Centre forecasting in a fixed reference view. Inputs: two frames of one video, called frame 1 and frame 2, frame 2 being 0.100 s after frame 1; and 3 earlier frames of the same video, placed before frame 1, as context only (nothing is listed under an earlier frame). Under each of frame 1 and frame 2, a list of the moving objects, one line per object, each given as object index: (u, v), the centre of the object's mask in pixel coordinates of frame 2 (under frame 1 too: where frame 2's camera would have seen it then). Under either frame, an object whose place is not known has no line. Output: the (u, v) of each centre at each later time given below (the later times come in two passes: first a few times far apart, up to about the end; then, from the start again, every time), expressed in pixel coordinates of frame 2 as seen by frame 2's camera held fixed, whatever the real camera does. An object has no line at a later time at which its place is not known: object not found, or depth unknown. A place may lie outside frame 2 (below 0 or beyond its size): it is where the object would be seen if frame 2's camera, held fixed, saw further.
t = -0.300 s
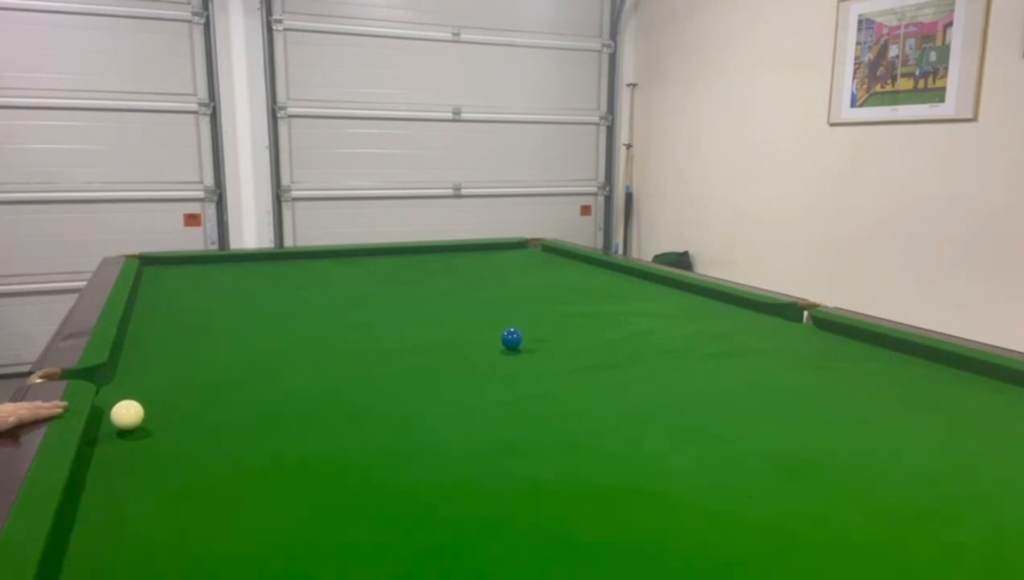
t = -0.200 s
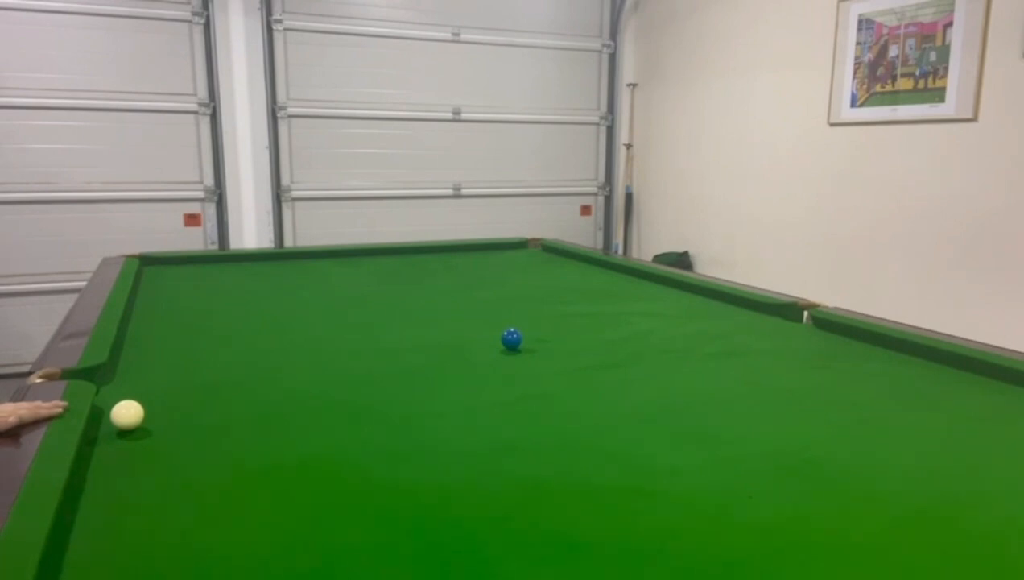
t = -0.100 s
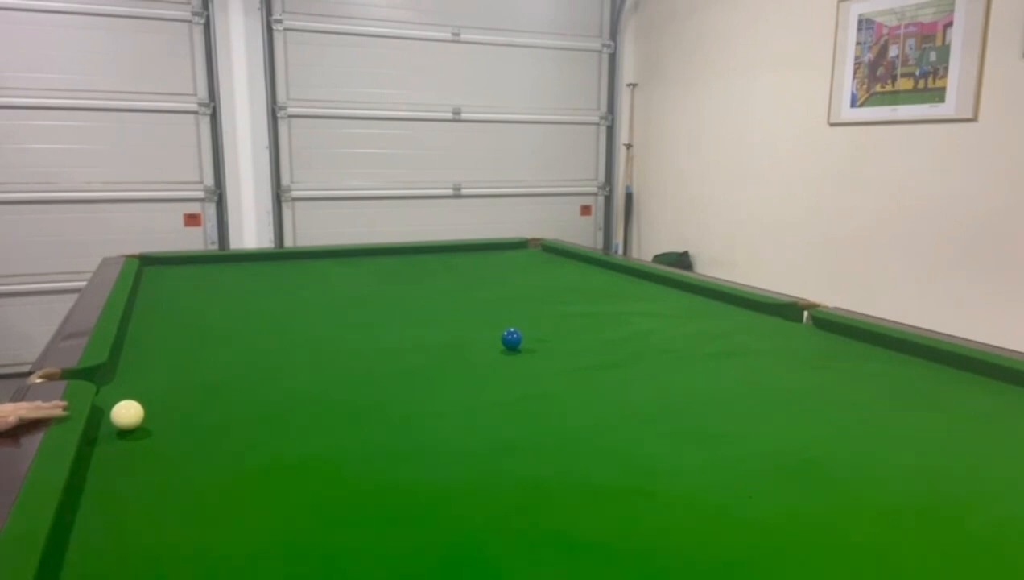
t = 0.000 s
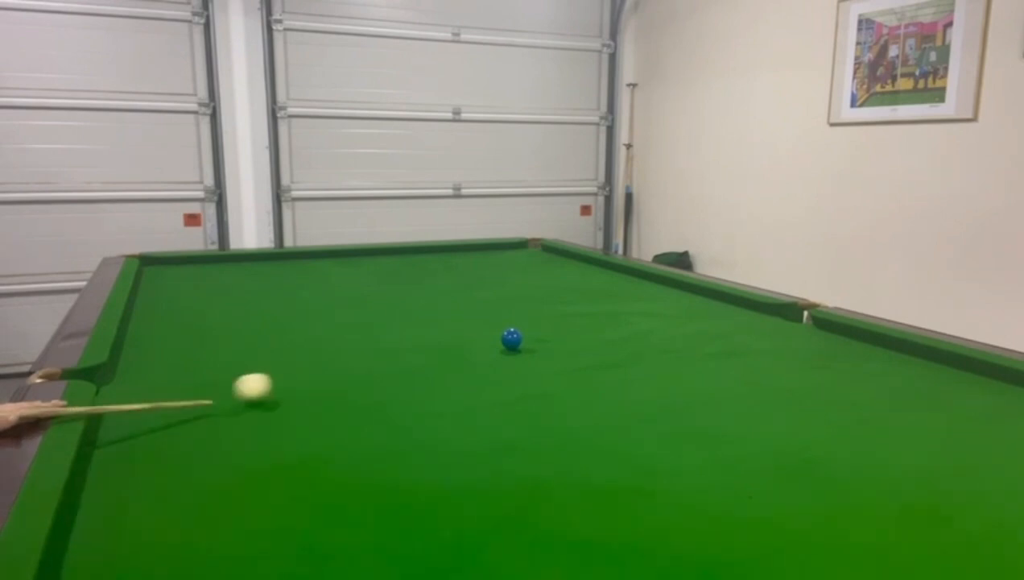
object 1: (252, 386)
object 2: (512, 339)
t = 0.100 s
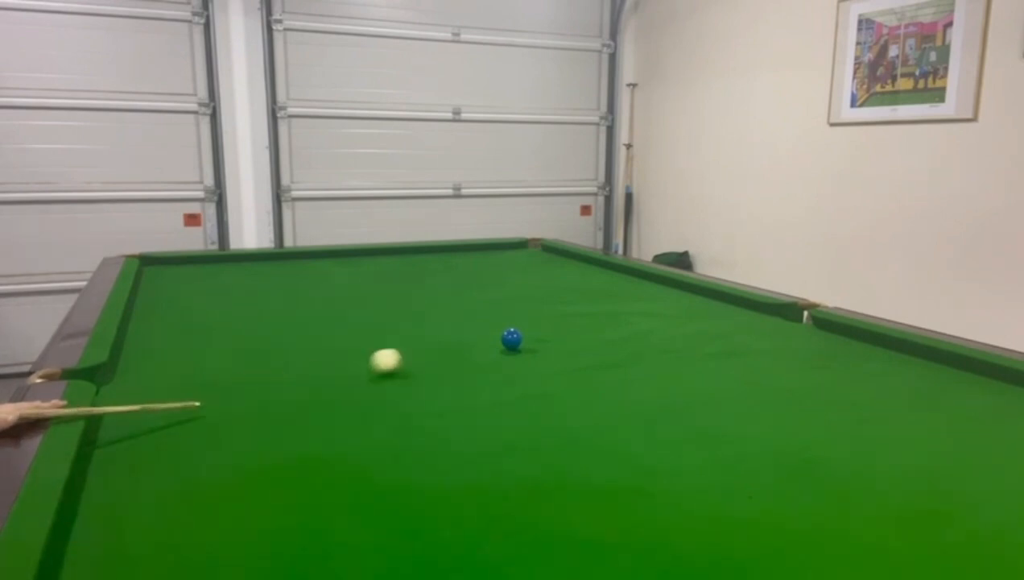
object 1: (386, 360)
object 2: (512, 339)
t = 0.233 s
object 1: (489, 338)
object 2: (541, 337)
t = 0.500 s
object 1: (498, 314)
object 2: (737, 319)
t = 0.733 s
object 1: (529, 297)
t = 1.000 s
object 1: (557, 281)
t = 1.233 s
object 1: (576, 270)
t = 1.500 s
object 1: (587, 260)
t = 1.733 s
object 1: (549, 257)
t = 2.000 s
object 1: (512, 253)
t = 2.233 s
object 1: (483, 250)
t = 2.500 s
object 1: (453, 247)
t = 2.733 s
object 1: (445, 249)
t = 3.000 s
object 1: (435, 252)
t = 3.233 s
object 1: (427, 255)
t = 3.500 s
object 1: (417, 258)
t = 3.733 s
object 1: (409, 260)
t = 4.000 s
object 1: (400, 263)
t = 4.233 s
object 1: (393, 265)
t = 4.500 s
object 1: (385, 267)
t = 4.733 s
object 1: (379, 269)
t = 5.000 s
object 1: (372, 271)
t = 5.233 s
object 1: (367, 272)
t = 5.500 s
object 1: (362, 274)
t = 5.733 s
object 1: (359, 275)
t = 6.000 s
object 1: (356, 276)
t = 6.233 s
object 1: (355, 276)
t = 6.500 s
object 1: (354, 276)
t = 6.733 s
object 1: (354, 277)
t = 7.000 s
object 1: (354, 277)
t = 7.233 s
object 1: (354, 276)
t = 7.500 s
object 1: (354, 276)
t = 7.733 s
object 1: (354, 276)
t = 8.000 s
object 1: (354, 276)
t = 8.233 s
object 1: (354, 276)
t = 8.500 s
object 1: (354, 276)
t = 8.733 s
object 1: (354, 276)
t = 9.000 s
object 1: (354, 276)
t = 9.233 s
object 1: (354, 276)
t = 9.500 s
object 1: (354, 277)
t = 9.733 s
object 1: (354, 277)
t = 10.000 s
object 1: (354, 277)
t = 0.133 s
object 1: (423, 353)
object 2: (511, 339)
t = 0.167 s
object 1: (457, 347)
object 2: (512, 339)
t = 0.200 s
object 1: (488, 341)
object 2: (512, 339)
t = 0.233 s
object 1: (489, 338)
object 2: (541, 337)
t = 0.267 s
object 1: (487, 335)
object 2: (570, 334)
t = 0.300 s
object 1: (486, 332)
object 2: (599, 331)
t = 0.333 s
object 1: (486, 329)
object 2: (626, 329)
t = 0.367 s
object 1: (487, 325)
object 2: (651, 327)
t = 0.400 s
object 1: (488, 323)
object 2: (674, 325)
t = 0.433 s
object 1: (491, 320)
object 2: (696, 323)
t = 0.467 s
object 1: (494, 317)
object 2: (717, 320)
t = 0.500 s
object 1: (498, 314)
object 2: (737, 319)
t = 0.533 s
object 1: (503, 312)
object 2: (755, 317)
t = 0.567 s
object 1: (507, 309)
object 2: (773, 315)
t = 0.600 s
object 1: (512, 306)
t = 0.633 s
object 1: (516, 304)
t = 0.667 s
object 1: (521, 301)
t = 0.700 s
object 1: (525, 299)
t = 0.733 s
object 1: (529, 297)
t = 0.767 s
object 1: (533, 295)
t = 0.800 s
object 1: (536, 292)
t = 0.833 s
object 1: (540, 290)
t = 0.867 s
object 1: (544, 288)
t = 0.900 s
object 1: (547, 286)
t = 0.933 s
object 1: (550, 285)
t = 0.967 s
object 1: (553, 283)
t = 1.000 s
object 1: (557, 281)
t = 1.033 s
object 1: (560, 280)
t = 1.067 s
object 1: (562, 278)
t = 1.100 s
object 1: (565, 276)
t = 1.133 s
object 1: (568, 274)
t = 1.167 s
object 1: (571, 273)
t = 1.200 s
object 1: (573, 271)
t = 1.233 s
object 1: (576, 270)
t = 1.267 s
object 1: (579, 269)
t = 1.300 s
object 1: (581, 267)
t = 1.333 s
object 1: (583, 266)
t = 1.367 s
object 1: (586, 265)
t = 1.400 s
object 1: (588, 263)
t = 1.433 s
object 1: (590, 262)
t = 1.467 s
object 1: (592, 261)
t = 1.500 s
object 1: (587, 260)
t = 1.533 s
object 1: (580, 260)
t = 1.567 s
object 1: (574, 259)
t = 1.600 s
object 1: (569, 259)
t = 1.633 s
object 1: (564, 258)
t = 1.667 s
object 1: (559, 258)
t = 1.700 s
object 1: (554, 257)
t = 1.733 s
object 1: (549, 257)
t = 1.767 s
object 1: (544, 256)
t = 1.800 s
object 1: (539, 256)
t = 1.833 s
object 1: (535, 255)
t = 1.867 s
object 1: (530, 255)
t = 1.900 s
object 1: (526, 255)
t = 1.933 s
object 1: (521, 254)
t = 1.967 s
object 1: (516, 253)
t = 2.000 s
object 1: (512, 253)
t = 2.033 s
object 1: (508, 253)
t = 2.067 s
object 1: (504, 252)
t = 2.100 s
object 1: (499, 252)
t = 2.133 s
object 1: (495, 251)
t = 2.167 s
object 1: (491, 251)
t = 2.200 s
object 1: (487, 250)
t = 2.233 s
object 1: (483, 250)
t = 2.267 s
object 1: (479, 250)
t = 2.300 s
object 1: (475, 249)
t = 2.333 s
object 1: (471, 249)
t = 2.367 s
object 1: (468, 248)
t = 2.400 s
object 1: (464, 248)
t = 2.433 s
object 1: (460, 247)
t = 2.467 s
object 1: (457, 247)
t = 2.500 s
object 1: (453, 247)
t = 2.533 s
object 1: (453, 247)
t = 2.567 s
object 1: (451, 248)
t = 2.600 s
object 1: (450, 248)
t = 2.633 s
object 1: (449, 248)
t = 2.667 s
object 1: (447, 249)
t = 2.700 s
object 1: (446, 249)
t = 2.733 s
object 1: (445, 249)
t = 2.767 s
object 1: (443, 250)
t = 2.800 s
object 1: (442, 250)
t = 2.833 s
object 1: (441, 250)
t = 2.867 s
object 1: (440, 251)
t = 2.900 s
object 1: (439, 251)
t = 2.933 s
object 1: (437, 252)
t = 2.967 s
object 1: (436, 252)
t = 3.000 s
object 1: (435, 252)
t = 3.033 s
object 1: (434, 253)
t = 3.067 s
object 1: (432, 253)
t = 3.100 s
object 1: (431, 253)
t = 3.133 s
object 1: (430, 254)
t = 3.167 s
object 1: (429, 254)
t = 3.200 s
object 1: (428, 254)
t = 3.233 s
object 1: (427, 255)
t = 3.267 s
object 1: (425, 255)
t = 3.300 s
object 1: (424, 256)
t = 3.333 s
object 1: (423, 256)
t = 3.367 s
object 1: (422, 256)
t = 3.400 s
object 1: (421, 257)
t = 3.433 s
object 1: (420, 257)
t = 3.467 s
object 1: (418, 257)
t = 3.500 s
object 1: (417, 258)
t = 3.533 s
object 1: (416, 258)
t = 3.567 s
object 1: (415, 258)
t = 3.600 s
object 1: (414, 259)
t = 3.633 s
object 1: (413, 259)
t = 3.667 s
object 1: (411, 259)
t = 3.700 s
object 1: (410, 260)
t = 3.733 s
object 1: (409, 260)
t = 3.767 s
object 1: (408, 260)
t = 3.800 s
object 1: (407, 261)
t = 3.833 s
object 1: (406, 261)
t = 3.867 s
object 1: (405, 261)
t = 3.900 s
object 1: (404, 262)
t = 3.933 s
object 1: (402, 262)
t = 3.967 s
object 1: (401, 262)
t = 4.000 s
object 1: (400, 263)
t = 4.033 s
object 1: (399, 263)
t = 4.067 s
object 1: (398, 263)
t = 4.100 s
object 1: (397, 263)
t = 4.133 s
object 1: (396, 264)
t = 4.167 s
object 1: (395, 264)
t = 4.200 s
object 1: (394, 265)
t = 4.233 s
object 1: (393, 265)
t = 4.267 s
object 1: (392, 265)
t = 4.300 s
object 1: (391, 265)
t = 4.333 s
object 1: (390, 266)
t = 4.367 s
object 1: (389, 266)
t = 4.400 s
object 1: (388, 266)
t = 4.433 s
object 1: (387, 266)
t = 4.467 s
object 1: (386, 267)
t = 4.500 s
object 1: (385, 267)
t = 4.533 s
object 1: (384, 267)
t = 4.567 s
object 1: (383, 268)
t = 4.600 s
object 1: (382, 268)
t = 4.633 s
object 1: (381, 268)
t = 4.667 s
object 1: (380, 268)
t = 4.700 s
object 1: (380, 269)
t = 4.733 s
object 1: (379, 269)
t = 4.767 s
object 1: (378, 269)
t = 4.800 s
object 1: (377, 269)
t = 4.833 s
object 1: (376, 270)
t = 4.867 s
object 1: (375, 270)
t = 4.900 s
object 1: (375, 270)
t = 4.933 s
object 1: (374, 270)
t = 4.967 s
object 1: (373, 270)
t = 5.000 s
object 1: (372, 271)
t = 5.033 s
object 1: (371, 271)
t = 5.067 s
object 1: (371, 271)
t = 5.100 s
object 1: (370, 271)
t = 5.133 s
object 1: (369, 271)
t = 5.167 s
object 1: (368, 272)
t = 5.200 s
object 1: (368, 272)
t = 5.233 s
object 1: (367, 272)
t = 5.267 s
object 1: (367, 272)
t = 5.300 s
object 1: (366, 272)
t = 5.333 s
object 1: (365, 273)
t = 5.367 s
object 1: (365, 273)
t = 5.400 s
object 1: (364, 273)
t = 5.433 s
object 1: (364, 273)
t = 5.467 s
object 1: (363, 273)
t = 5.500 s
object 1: (362, 274)
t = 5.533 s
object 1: (362, 274)
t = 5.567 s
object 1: (362, 274)
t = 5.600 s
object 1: (361, 274)
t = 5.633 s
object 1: (361, 274)
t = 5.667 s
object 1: (360, 274)
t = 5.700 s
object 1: (360, 274)
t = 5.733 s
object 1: (359, 275)
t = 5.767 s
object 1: (359, 275)
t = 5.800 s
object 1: (358, 275)
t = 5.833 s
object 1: (358, 275)
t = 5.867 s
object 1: (358, 275)
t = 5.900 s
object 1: (357, 275)
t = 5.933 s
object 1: (357, 275)
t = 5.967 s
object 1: (357, 276)
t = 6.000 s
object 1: (356, 276)
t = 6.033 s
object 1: (356, 276)
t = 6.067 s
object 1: (356, 276)
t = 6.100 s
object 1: (356, 276)
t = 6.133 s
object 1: (356, 276)
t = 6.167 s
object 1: (355, 276)
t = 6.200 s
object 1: (355, 276)
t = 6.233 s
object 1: (355, 276)
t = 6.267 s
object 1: (355, 276)
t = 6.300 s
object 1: (355, 276)
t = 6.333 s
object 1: (355, 276)
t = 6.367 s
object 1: (355, 276)
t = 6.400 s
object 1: (355, 276)
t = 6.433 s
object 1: (355, 276)
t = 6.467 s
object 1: (355, 276)
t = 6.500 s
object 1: (354, 276)
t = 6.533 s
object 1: (354, 276)
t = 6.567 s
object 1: (354, 276)
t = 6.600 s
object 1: (354, 276)
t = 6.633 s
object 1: (354, 277)
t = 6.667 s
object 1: (354, 277)
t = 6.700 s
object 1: (354, 277)
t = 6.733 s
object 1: (354, 277)
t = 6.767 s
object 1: (354, 277)
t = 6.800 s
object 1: (354, 277)
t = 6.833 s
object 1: (354, 277)
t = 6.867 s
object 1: (354, 277)
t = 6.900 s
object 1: (354, 276)
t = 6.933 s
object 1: (354, 277)
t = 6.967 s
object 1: (354, 277)
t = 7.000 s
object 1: (354, 277)
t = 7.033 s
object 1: (354, 276)
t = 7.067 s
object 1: (354, 276)
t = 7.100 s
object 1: (354, 276)
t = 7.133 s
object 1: (354, 276)
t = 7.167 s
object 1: (354, 276)
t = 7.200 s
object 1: (354, 276)
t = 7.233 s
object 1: (354, 276)
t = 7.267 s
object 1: (354, 276)
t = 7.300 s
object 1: (354, 276)
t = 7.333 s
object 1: (354, 276)
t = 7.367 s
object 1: (354, 276)
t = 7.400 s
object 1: (354, 276)
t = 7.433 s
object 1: (354, 276)
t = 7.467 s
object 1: (354, 276)
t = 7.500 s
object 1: (354, 276)
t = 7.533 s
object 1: (354, 276)
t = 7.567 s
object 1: (354, 276)
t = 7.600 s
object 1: (354, 276)
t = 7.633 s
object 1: (354, 276)
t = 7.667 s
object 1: (354, 276)
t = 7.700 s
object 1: (354, 276)
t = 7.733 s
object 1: (354, 276)
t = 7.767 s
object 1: (354, 276)
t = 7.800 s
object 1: (354, 276)
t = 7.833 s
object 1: (354, 276)
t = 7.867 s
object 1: (354, 276)
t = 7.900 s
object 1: (354, 276)
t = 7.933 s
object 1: (354, 276)
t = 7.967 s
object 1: (354, 276)
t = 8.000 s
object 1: (354, 276)
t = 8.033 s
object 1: (354, 276)
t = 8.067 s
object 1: (354, 276)
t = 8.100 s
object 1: (354, 276)
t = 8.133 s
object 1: (354, 276)
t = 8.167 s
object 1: (354, 276)
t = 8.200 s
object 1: (354, 276)
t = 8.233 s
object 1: (354, 276)
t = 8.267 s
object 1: (354, 276)
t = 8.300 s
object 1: (354, 276)
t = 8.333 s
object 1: (354, 276)
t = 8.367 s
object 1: (354, 276)
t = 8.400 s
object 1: (354, 276)
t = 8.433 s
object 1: (354, 276)
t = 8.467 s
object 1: (354, 276)
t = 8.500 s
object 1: (354, 276)
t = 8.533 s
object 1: (354, 276)
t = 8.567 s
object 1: (354, 276)
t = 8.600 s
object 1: (354, 276)
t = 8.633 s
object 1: (354, 276)
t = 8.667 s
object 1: (354, 276)
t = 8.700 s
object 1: (354, 276)
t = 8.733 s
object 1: (354, 276)
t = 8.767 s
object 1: (354, 276)
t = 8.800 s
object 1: (354, 276)
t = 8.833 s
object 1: (354, 276)
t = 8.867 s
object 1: (354, 276)
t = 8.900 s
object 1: (354, 276)
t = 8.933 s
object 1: (354, 276)
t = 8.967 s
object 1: (354, 276)
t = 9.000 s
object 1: (354, 276)
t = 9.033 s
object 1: (354, 276)
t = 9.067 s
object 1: (354, 276)
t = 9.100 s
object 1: (354, 276)
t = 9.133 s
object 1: (354, 276)
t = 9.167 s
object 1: (354, 276)
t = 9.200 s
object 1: (354, 276)
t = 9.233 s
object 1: (354, 276)
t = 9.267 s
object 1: (354, 276)
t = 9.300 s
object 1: (354, 276)
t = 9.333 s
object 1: (354, 276)
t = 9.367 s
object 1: (354, 276)
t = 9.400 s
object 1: (354, 276)
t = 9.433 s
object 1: (354, 276)
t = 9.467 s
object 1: (354, 276)
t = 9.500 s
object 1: (354, 277)
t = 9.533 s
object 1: (354, 277)
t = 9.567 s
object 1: (354, 277)
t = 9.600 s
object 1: (354, 277)
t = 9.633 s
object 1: (354, 277)
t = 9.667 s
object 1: (354, 277)
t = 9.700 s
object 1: (354, 277)
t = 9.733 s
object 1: (354, 277)
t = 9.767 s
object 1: (354, 277)
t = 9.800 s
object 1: (354, 277)
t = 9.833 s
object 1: (354, 277)
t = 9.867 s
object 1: (354, 277)
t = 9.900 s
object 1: (354, 277)
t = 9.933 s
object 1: (354, 277)
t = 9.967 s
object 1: (354, 277)
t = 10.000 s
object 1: (354, 277)
